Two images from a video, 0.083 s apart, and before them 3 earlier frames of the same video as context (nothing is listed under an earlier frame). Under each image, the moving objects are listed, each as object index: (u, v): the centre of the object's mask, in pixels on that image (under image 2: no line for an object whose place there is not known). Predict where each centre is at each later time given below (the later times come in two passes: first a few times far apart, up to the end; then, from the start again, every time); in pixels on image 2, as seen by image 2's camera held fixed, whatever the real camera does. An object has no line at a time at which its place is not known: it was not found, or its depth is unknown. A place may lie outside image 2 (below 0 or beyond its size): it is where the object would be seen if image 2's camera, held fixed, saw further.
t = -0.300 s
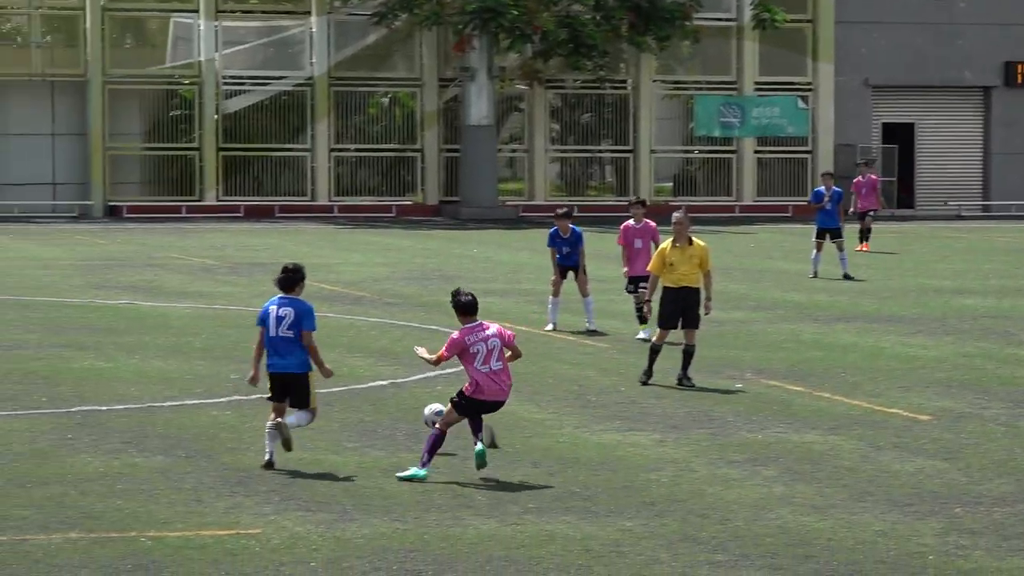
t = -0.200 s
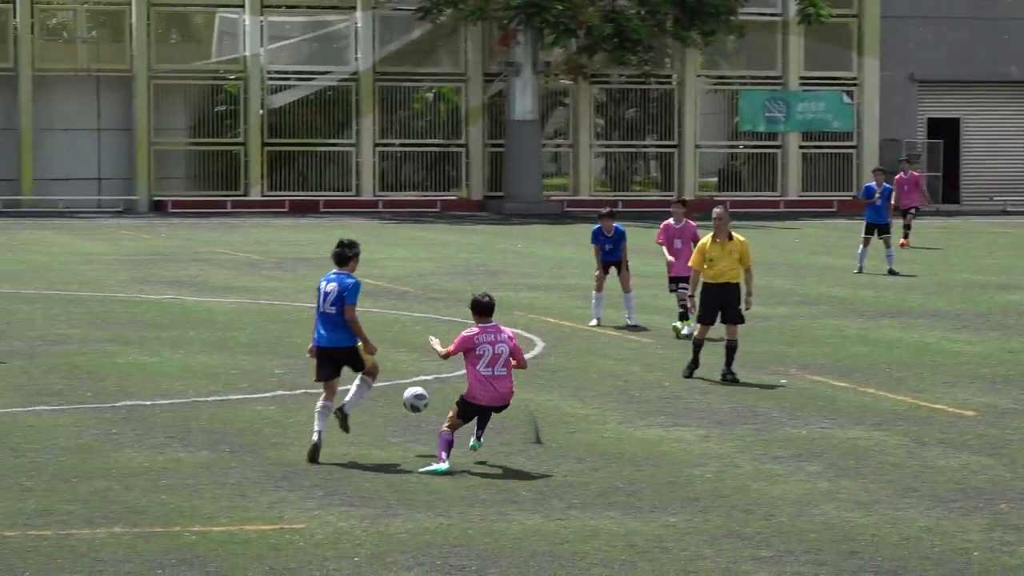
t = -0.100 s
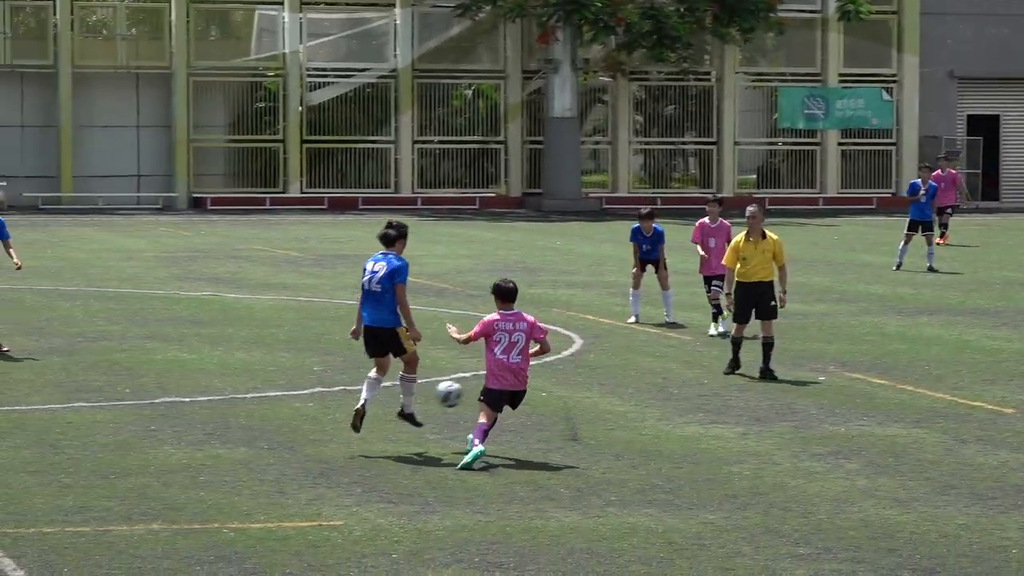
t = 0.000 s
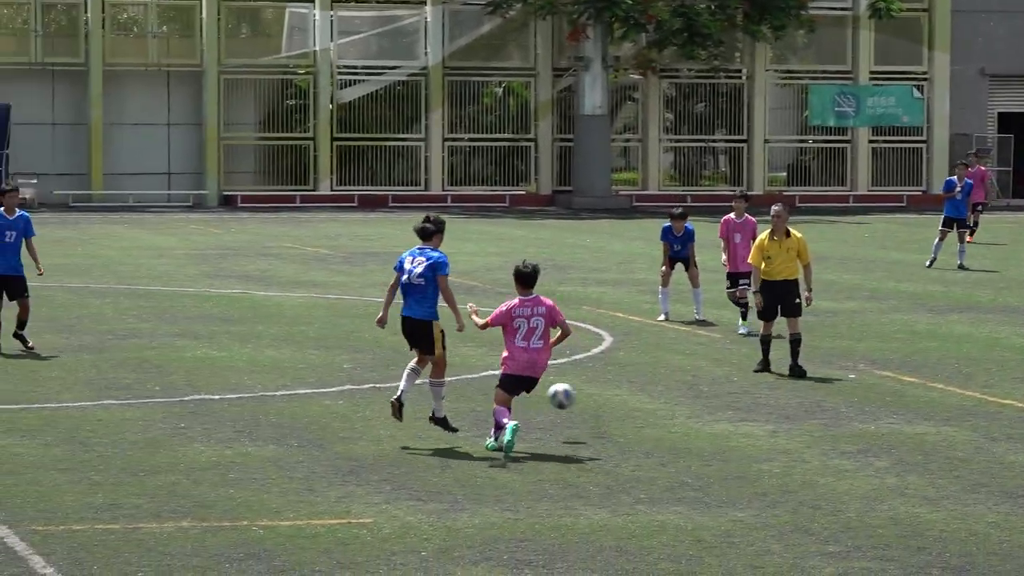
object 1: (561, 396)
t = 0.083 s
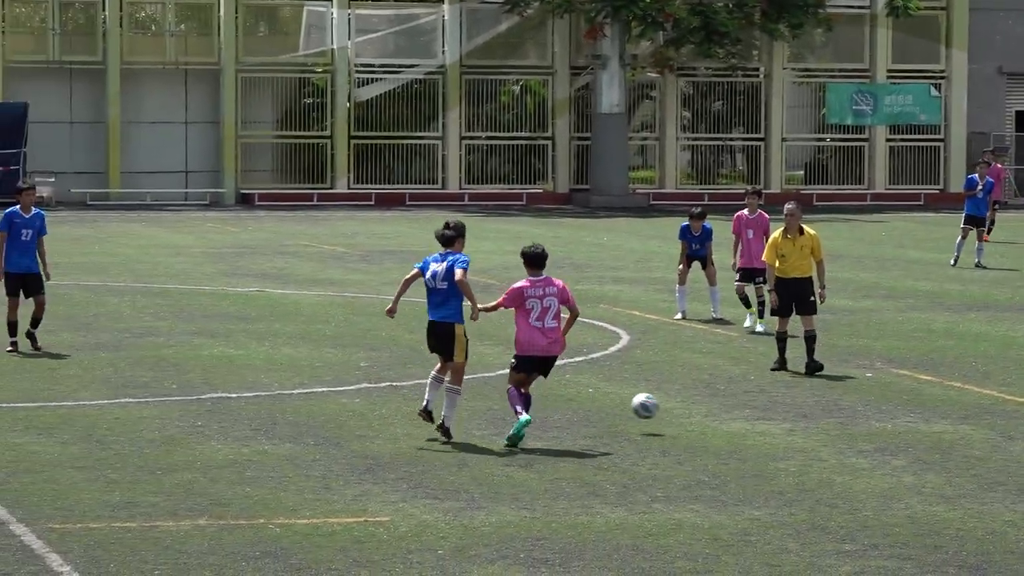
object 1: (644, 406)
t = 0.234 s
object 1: (732, 397)
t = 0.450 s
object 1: (825, 383)
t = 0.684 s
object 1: (915, 389)
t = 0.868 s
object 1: (978, 390)
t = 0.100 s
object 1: (657, 409)
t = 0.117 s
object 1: (670, 412)
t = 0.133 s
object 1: (684, 417)
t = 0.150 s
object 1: (695, 418)
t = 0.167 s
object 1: (702, 413)
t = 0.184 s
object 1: (710, 409)
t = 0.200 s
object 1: (717, 405)
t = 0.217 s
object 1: (725, 401)
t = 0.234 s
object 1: (732, 397)
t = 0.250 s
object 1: (739, 394)
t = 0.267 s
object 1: (747, 391)
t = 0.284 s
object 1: (754, 389)
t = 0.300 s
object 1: (761, 386)
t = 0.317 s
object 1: (769, 384)
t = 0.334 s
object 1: (776, 383)
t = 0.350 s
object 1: (783, 382)
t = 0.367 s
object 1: (790, 381)
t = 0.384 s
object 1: (797, 381)
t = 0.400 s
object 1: (804, 381)
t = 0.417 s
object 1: (812, 382)
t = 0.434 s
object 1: (819, 382)
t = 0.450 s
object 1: (825, 383)
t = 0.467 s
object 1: (832, 384)
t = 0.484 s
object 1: (839, 385)
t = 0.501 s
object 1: (846, 388)
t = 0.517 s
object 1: (853, 390)
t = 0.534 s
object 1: (860, 392)
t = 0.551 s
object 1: (866, 395)
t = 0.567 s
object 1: (873, 398)
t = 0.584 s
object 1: (880, 402)
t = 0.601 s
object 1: (886, 402)
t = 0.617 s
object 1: (891, 399)
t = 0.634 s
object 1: (897, 396)
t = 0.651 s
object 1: (903, 393)
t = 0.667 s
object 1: (909, 391)
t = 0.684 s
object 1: (915, 389)
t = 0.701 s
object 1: (921, 388)
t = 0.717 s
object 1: (927, 386)
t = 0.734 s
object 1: (933, 386)
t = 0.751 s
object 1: (938, 385)
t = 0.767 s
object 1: (944, 385)
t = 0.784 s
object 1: (950, 385)
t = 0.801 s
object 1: (955, 385)
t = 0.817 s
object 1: (961, 386)
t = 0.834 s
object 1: (967, 387)
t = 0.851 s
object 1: (973, 388)
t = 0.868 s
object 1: (978, 390)
